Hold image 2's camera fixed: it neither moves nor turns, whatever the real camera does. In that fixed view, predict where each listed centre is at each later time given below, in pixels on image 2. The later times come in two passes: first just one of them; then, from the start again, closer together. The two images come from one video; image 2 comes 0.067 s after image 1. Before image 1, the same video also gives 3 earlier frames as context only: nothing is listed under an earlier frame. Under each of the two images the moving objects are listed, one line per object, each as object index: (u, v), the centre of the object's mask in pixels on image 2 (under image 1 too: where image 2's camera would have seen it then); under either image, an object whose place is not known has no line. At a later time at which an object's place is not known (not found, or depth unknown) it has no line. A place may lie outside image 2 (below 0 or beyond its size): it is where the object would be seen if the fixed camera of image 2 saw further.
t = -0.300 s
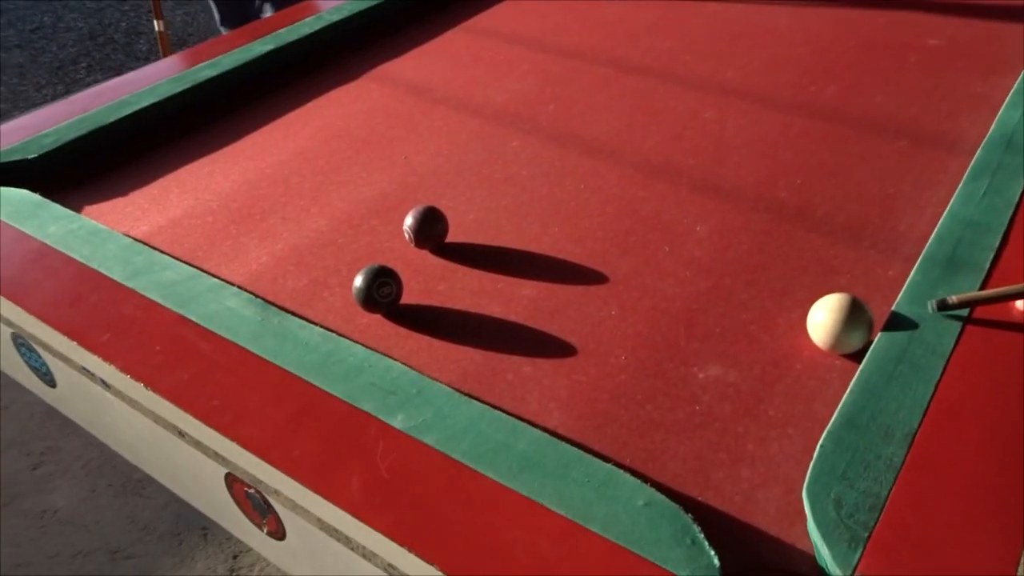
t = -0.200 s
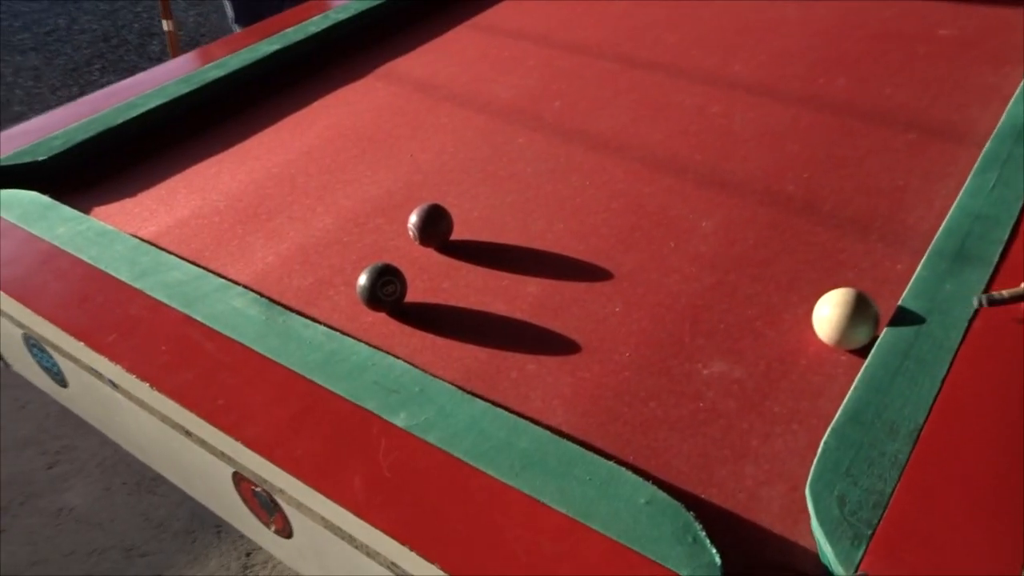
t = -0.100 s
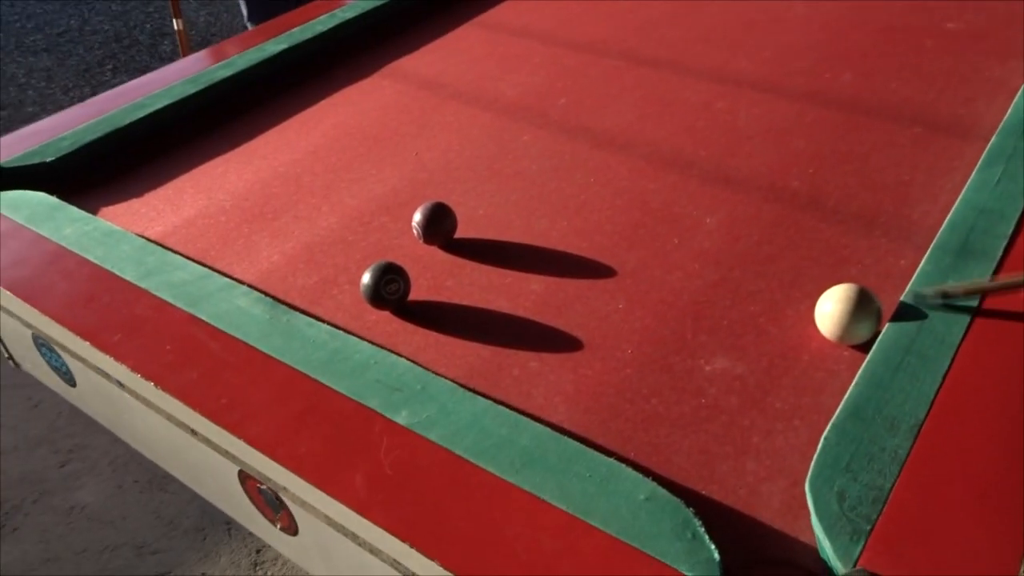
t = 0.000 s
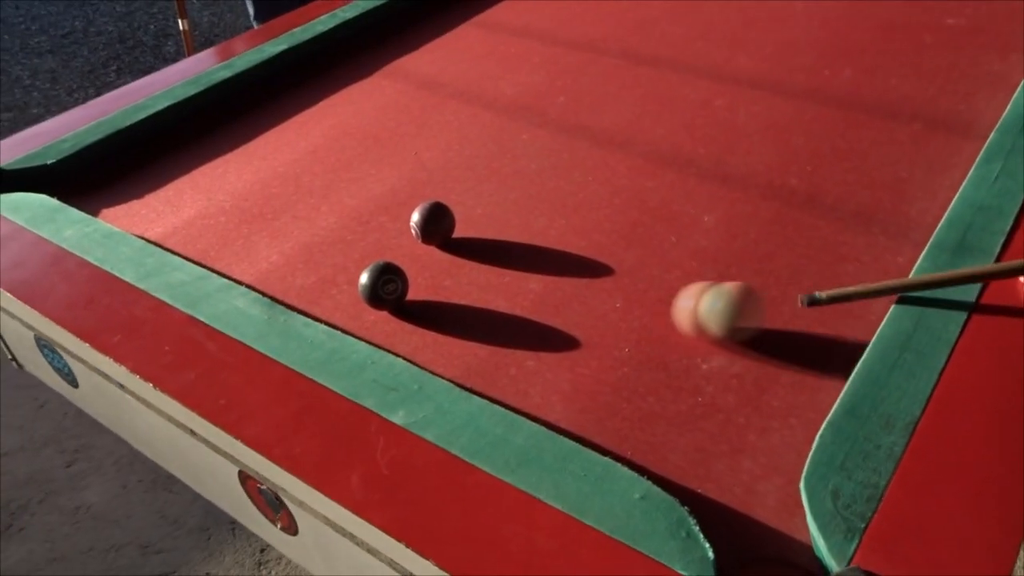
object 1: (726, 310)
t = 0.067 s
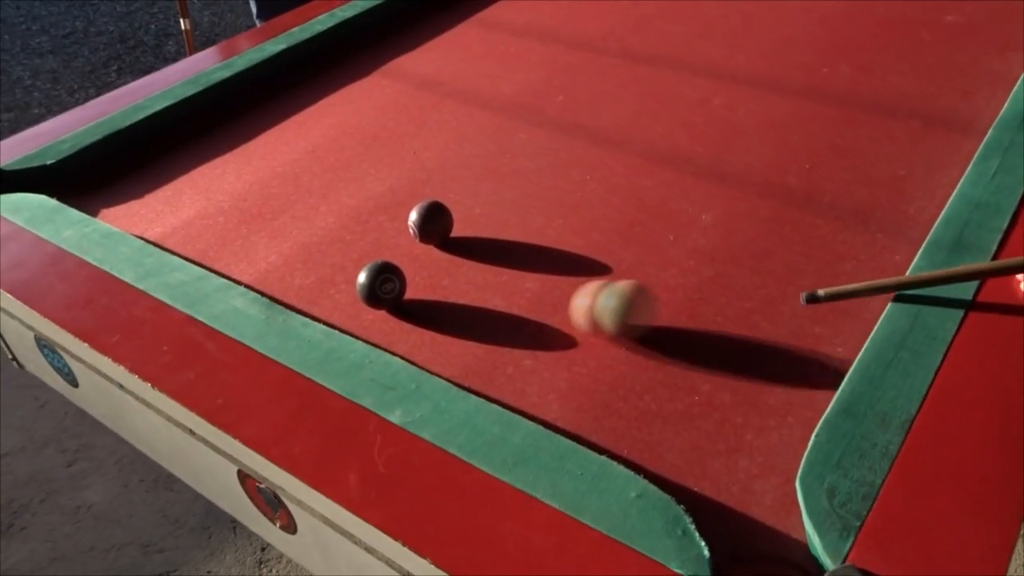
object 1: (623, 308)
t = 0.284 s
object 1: (357, 318)
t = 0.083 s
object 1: (600, 308)
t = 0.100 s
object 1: (574, 308)
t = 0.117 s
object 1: (552, 308)
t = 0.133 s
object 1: (526, 308)
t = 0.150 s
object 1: (504, 309)
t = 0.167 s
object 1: (479, 309)
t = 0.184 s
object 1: (458, 309)
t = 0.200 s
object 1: (433, 308)
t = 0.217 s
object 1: (413, 308)
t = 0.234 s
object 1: (388, 311)
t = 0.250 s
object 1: (379, 317)
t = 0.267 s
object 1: (360, 318)
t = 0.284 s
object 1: (357, 318)
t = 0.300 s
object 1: (359, 312)
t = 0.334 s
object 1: (359, 302)
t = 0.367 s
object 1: (359, 292)
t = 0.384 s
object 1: (358, 291)
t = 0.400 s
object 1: (358, 283)
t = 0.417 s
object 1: (358, 282)
